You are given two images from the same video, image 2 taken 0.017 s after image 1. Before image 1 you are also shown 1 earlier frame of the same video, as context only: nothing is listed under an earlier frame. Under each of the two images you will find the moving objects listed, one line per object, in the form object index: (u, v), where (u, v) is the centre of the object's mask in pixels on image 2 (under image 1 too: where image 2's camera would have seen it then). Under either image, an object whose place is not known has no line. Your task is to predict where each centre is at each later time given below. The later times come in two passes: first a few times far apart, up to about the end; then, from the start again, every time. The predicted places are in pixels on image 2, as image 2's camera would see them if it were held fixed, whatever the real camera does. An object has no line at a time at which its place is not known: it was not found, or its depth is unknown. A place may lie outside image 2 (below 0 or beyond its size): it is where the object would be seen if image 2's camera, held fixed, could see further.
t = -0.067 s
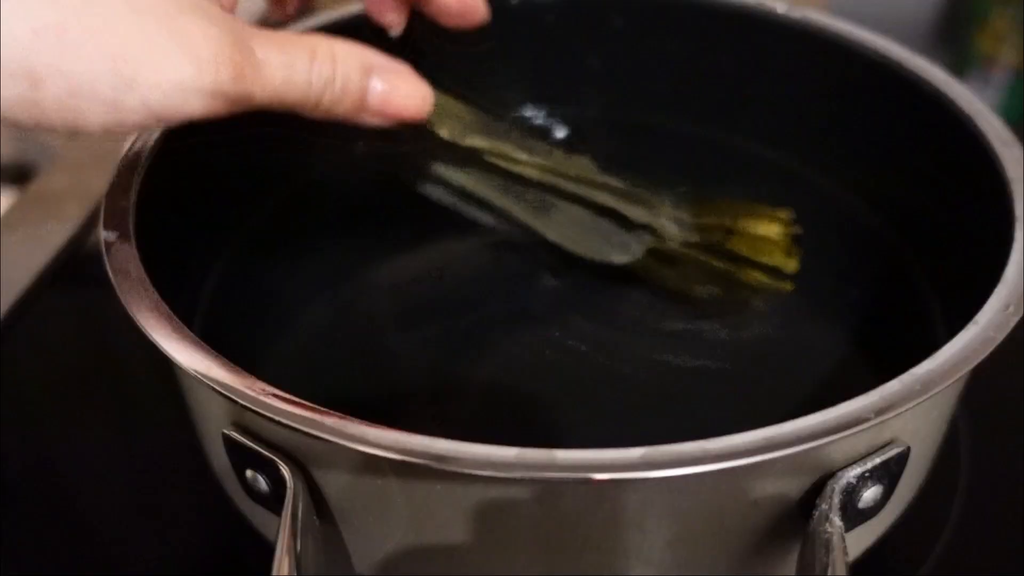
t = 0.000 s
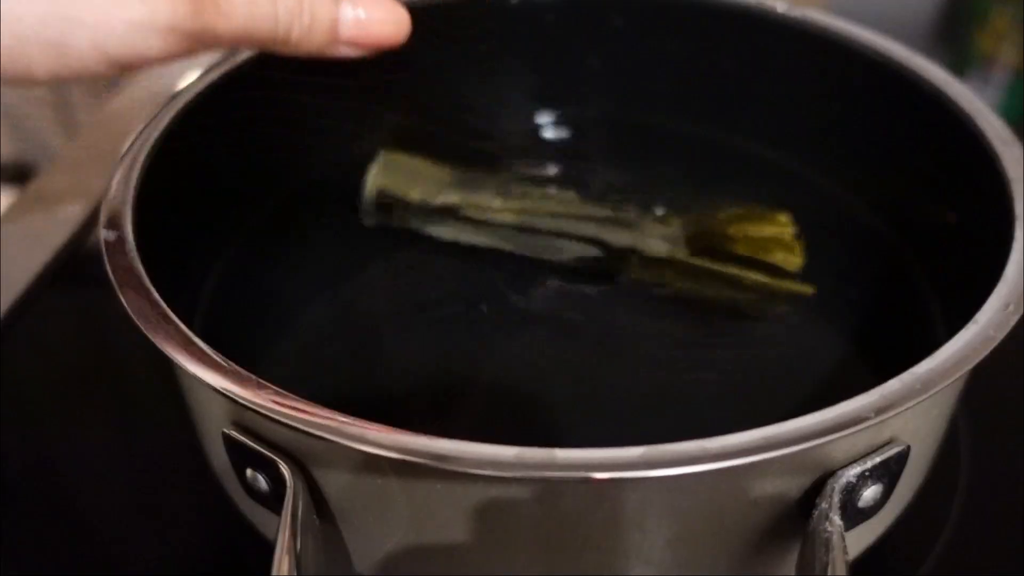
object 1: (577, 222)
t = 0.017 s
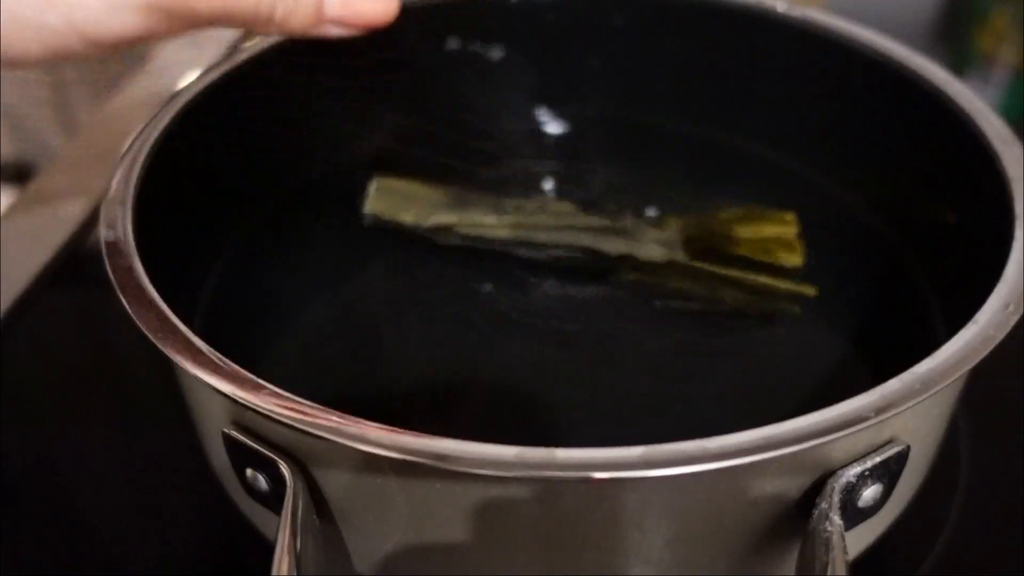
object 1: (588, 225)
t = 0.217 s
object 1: (614, 245)
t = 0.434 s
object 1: (611, 251)
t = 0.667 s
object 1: (599, 254)
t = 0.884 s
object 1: (571, 258)
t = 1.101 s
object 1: (572, 256)
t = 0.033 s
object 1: (602, 234)
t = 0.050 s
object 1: (599, 236)
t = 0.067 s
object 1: (605, 240)
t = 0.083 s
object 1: (606, 241)
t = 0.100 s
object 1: (609, 242)
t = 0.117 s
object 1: (611, 242)
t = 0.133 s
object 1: (612, 243)
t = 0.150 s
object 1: (614, 243)
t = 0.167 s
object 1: (614, 243)
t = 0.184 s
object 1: (615, 244)
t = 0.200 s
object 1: (614, 244)
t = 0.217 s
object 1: (614, 245)
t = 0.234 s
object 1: (615, 246)
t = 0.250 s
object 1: (614, 247)
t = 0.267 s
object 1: (616, 248)
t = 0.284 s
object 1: (614, 249)
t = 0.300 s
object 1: (615, 249)
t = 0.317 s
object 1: (614, 250)
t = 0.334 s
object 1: (613, 250)
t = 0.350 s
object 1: (613, 250)
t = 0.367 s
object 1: (614, 251)
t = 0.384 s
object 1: (612, 251)
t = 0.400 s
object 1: (611, 251)
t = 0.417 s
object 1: (611, 251)
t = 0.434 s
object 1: (611, 251)
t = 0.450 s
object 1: (611, 252)
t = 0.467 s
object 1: (610, 251)
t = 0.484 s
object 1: (611, 251)
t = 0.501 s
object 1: (613, 251)
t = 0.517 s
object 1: (614, 250)
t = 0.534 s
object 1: (614, 251)
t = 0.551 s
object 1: (613, 251)
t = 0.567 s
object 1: (613, 251)
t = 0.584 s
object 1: (611, 251)
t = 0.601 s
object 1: (610, 252)
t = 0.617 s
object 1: (608, 252)
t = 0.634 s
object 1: (606, 253)
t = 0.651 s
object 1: (602, 254)
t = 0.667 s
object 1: (599, 254)
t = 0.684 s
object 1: (594, 255)
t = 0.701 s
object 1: (591, 255)
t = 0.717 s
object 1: (584, 256)
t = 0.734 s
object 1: (582, 255)
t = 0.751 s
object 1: (580, 255)
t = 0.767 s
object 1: (572, 255)
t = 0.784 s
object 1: (570, 255)
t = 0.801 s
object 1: (568, 255)
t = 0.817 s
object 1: (567, 256)
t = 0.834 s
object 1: (567, 256)
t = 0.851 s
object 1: (569, 256)
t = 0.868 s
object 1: (568, 258)
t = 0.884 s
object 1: (571, 258)
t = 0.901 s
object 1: (569, 259)
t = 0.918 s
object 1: (570, 259)
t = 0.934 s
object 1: (571, 259)
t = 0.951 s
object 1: (573, 258)
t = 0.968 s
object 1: (572, 258)
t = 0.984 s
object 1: (574, 257)
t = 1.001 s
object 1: (573, 257)
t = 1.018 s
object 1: (575, 256)
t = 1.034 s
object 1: (574, 255)
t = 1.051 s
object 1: (573, 256)
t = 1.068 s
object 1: (573, 255)
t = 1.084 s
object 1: (573, 256)
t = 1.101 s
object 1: (572, 256)
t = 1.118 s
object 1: (574, 257)
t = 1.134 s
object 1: (576, 257)
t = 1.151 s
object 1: (578, 257)
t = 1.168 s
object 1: (581, 258)
